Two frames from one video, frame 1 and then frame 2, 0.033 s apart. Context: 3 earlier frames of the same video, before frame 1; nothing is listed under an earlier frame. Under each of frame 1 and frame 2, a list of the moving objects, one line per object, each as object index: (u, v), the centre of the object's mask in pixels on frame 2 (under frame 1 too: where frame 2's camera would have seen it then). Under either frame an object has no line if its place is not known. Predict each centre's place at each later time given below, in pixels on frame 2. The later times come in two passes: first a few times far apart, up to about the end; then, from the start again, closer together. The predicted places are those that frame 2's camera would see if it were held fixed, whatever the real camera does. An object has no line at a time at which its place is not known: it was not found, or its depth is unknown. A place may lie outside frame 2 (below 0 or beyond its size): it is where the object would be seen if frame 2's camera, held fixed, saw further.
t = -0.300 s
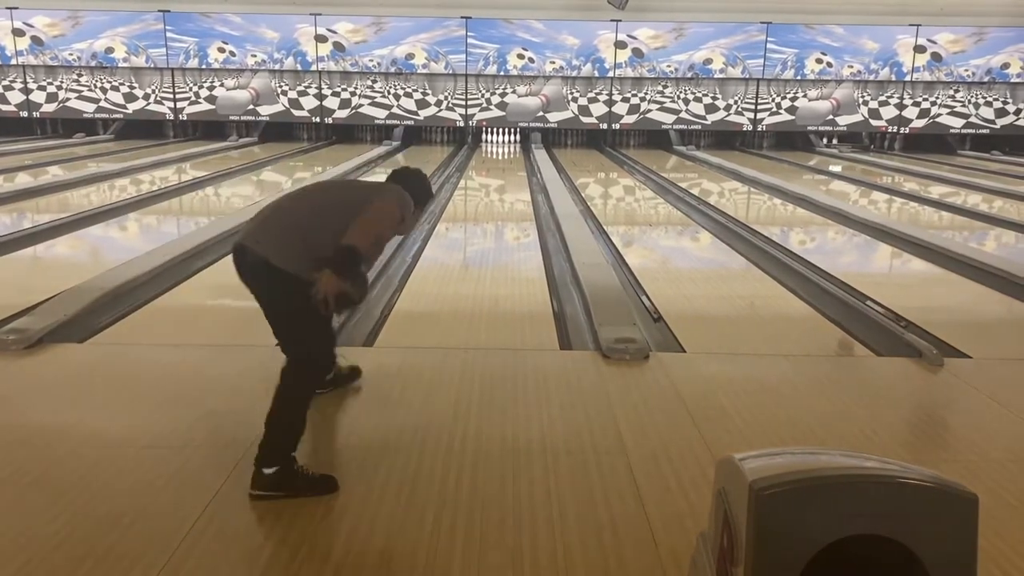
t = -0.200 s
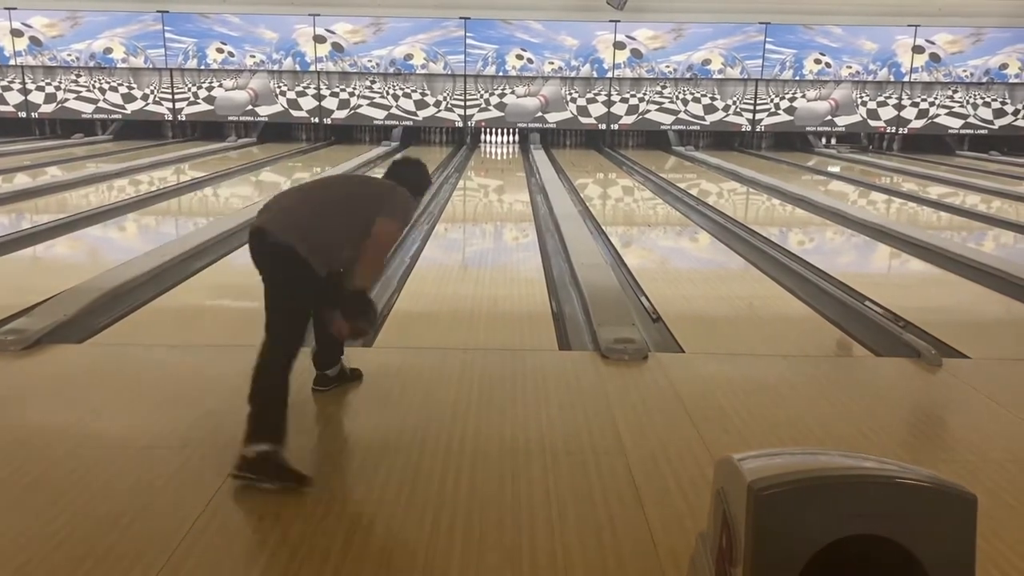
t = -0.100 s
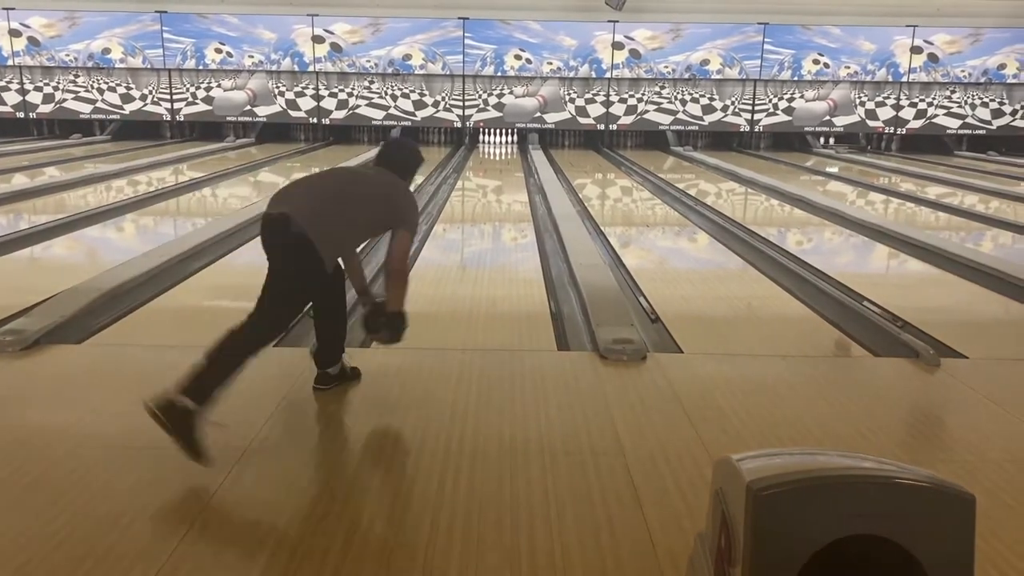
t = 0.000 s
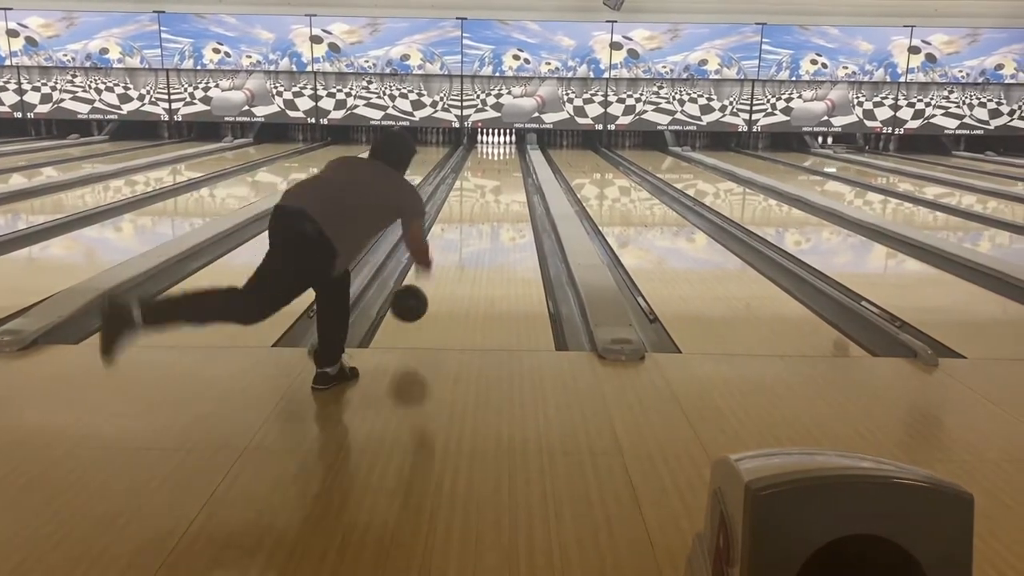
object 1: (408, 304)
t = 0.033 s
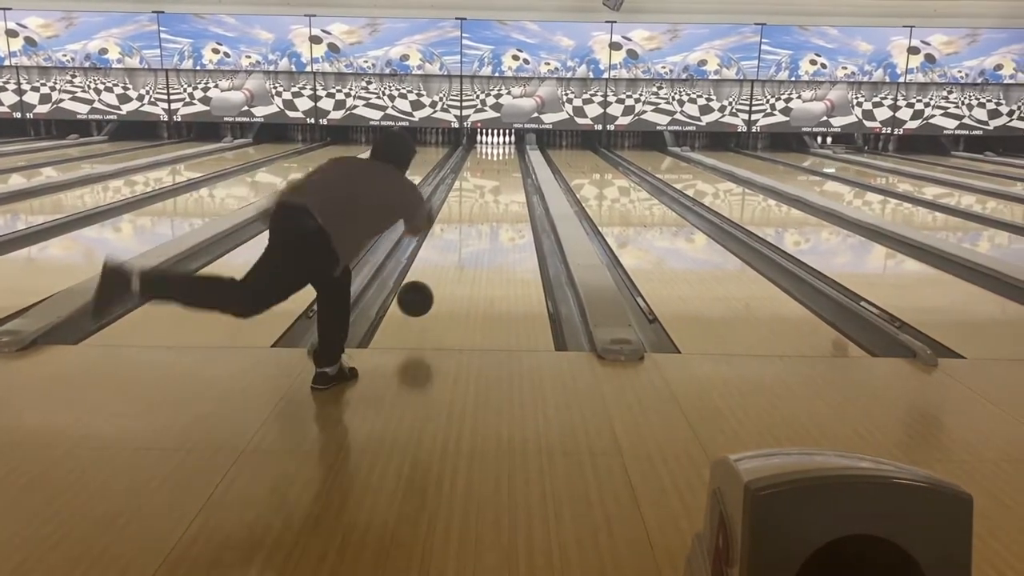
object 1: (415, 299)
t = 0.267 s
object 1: (451, 268)
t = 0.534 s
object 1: (475, 231)
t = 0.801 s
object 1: (490, 207)
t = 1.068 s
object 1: (499, 190)
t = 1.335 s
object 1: (505, 178)
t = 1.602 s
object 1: (509, 168)
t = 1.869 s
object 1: (510, 160)
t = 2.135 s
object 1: (508, 154)
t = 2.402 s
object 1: (506, 149)
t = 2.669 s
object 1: (499, 145)
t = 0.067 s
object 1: (421, 296)
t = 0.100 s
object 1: (427, 295)
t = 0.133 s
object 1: (432, 294)
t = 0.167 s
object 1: (438, 285)
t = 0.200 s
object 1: (442, 279)
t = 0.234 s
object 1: (447, 274)
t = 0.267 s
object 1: (451, 268)
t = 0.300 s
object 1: (454, 262)
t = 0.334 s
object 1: (458, 257)
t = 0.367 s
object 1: (461, 252)
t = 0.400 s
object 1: (464, 247)
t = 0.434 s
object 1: (467, 243)
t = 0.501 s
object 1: (474, 234)
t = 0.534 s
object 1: (475, 231)
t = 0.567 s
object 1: (477, 227)
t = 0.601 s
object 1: (479, 224)
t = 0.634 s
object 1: (481, 221)
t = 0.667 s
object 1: (483, 218)
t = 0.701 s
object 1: (485, 215)
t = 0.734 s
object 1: (486, 212)
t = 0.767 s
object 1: (488, 210)
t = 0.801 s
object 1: (490, 207)
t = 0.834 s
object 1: (491, 205)
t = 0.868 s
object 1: (492, 203)
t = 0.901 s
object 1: (494, 200)
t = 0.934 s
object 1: (495, 198)
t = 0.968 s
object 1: (496, 196)
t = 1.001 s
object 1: (497, 194)
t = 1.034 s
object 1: (498, 192)
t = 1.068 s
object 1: (499, 190)
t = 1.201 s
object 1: (501, 185)
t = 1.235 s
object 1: (503, 182)
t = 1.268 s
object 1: (502, 181)
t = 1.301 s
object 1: (504, 177)
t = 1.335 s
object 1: (505, 178)
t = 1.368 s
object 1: (505, 176)
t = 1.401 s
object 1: (506, 174)
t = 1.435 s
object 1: (506, 173)
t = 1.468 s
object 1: (507, 172)
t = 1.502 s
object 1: (507, 171)
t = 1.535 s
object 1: (508, 170)
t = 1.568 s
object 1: (508, 169)
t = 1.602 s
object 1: (509, 168)
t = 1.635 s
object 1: (509, 167)
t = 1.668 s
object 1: (509, 165)
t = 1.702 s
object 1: (509, 165)
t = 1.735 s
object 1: (510, 164)
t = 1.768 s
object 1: (510, 163)
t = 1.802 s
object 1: (510, 162)
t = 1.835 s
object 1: (510, 161)
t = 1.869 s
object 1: (510, 160)
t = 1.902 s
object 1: (509, 159)
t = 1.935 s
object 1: (509, 159)
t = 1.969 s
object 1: (509, 158)
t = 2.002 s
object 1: (508, 157)
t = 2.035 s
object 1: (508, 156)
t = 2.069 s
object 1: (508, 156)
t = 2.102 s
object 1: (508, 155)
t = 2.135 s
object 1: (508, 154)
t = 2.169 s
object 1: (508, 153)
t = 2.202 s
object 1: (507, 153)
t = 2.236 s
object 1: (507, 152)
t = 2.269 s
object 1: (507, 151)
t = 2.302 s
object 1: (507, 151)
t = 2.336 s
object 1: (506, 150)
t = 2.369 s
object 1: (506, 150)
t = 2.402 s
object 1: (506, 149)
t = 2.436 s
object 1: (505, 148)
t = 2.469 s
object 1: (505, 148)
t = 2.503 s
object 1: (503, 147)
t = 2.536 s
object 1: (502, 148)
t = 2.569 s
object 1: (502, 147)
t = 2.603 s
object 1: (501, 146)
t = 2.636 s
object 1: (500, 146)
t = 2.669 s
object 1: (499, 145)
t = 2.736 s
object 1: (497, 145)
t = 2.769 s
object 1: (495, 144)
